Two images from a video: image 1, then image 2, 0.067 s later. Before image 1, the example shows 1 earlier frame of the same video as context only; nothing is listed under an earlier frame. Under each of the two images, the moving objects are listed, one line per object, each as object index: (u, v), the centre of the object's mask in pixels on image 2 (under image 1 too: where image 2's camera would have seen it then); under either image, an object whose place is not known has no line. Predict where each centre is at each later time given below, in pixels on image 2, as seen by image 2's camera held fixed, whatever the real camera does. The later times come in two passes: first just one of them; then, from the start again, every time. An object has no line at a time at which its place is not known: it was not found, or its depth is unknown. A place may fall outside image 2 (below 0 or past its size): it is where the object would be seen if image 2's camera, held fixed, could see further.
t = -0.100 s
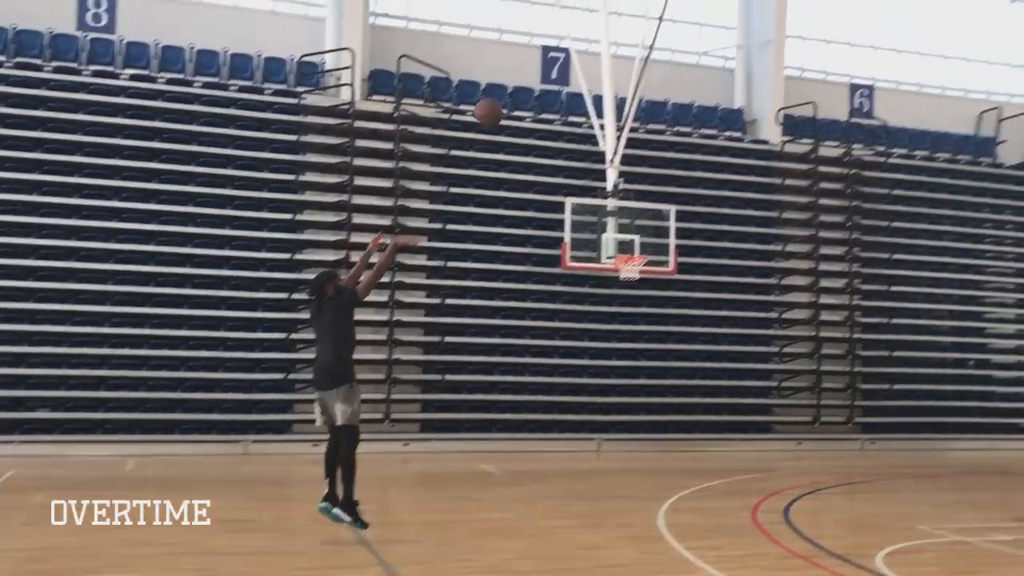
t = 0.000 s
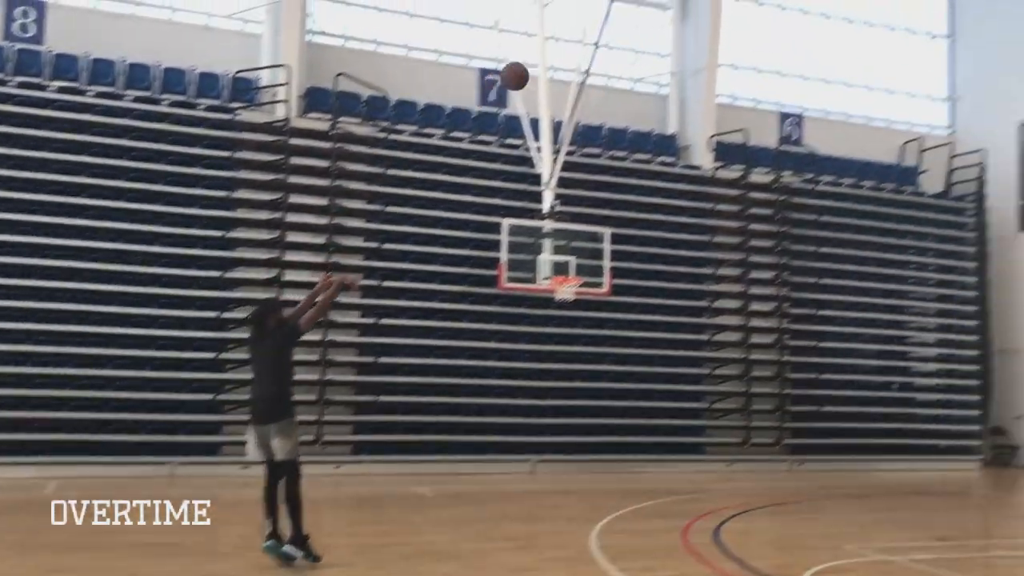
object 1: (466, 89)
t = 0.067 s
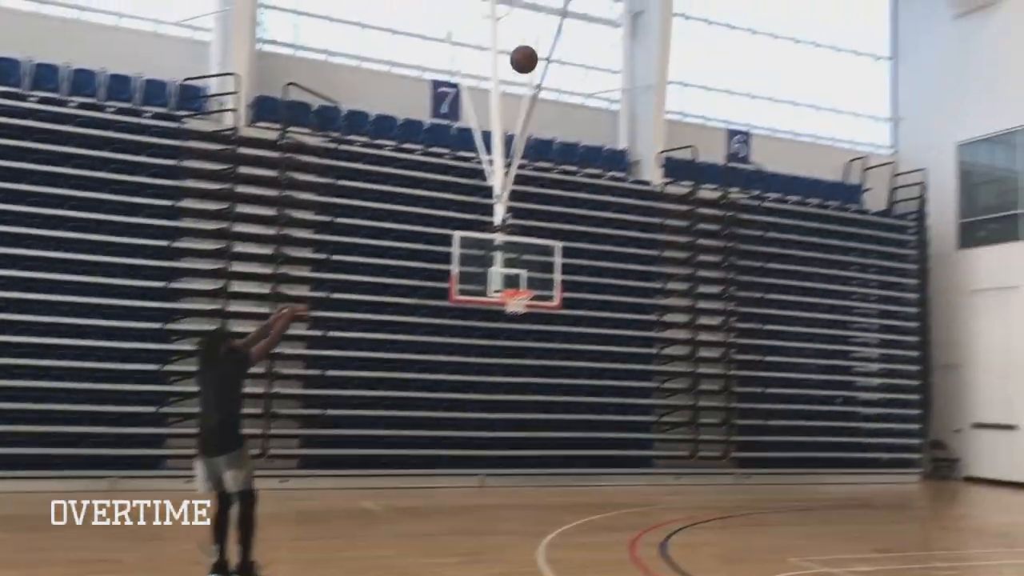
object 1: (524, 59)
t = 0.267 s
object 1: (686, 2)
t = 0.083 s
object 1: (538, 53)
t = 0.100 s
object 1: (552, 46)
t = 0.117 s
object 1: (566, 40)
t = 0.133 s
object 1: (579, 35)
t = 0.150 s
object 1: (593, 30)
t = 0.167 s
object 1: (606, 25)
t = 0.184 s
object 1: (620, 20)
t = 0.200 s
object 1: (633, 16)
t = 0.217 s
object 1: (646, 12)
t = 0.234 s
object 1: (660, 8)
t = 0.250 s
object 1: (673, 5)
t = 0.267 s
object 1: (686, 2)
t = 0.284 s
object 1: (699, -1)
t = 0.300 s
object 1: (712, -4)
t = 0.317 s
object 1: (725, -6)
